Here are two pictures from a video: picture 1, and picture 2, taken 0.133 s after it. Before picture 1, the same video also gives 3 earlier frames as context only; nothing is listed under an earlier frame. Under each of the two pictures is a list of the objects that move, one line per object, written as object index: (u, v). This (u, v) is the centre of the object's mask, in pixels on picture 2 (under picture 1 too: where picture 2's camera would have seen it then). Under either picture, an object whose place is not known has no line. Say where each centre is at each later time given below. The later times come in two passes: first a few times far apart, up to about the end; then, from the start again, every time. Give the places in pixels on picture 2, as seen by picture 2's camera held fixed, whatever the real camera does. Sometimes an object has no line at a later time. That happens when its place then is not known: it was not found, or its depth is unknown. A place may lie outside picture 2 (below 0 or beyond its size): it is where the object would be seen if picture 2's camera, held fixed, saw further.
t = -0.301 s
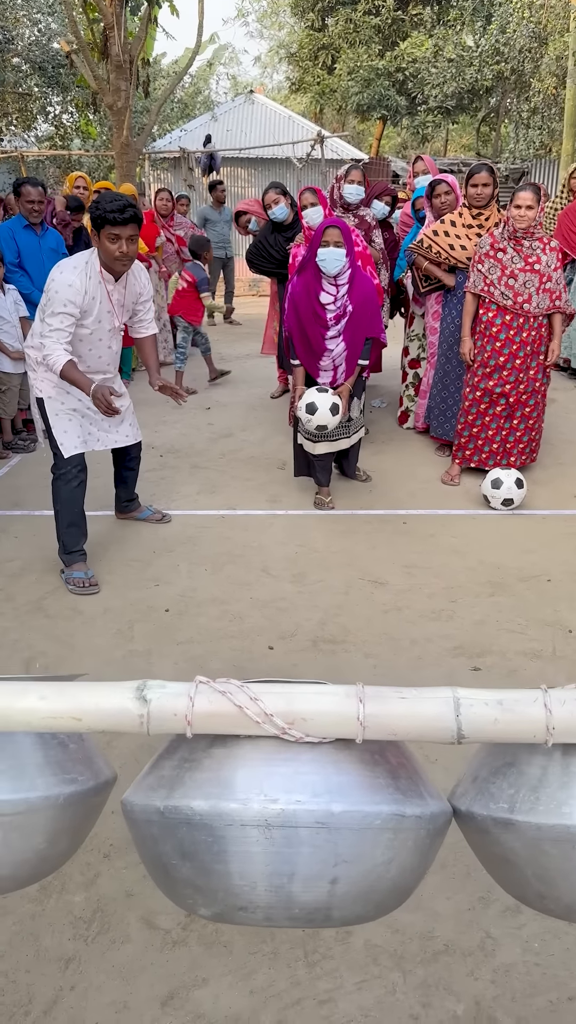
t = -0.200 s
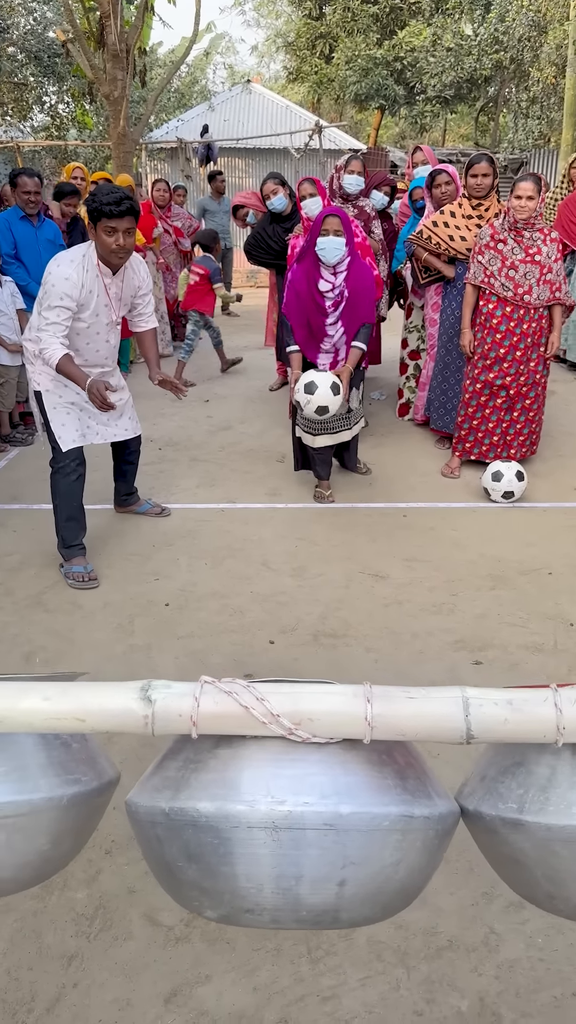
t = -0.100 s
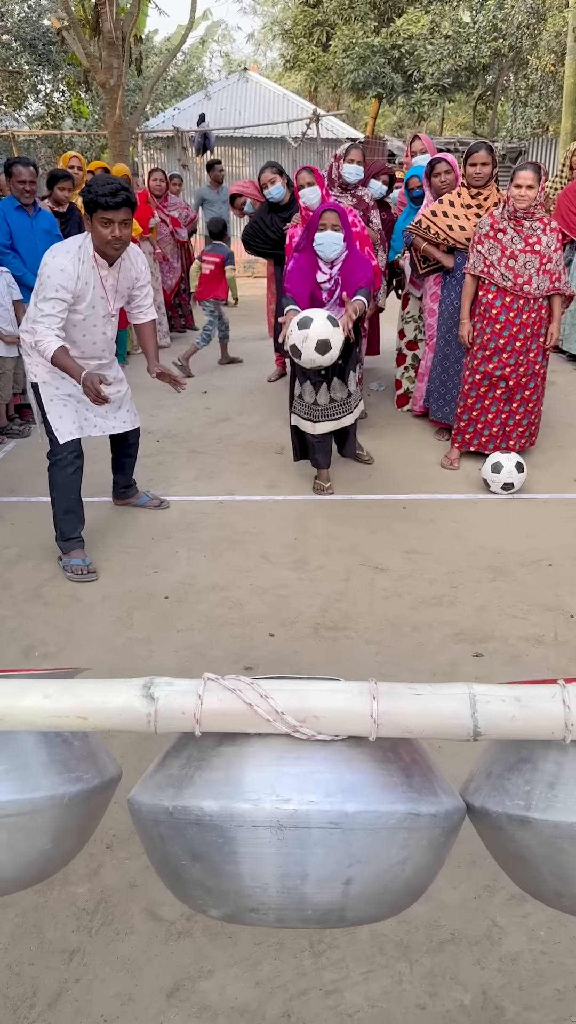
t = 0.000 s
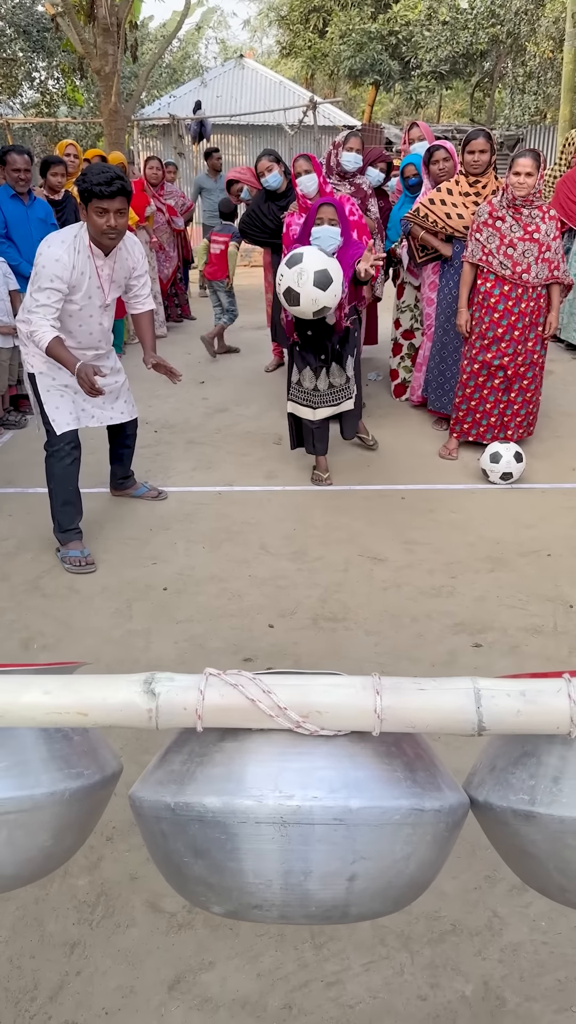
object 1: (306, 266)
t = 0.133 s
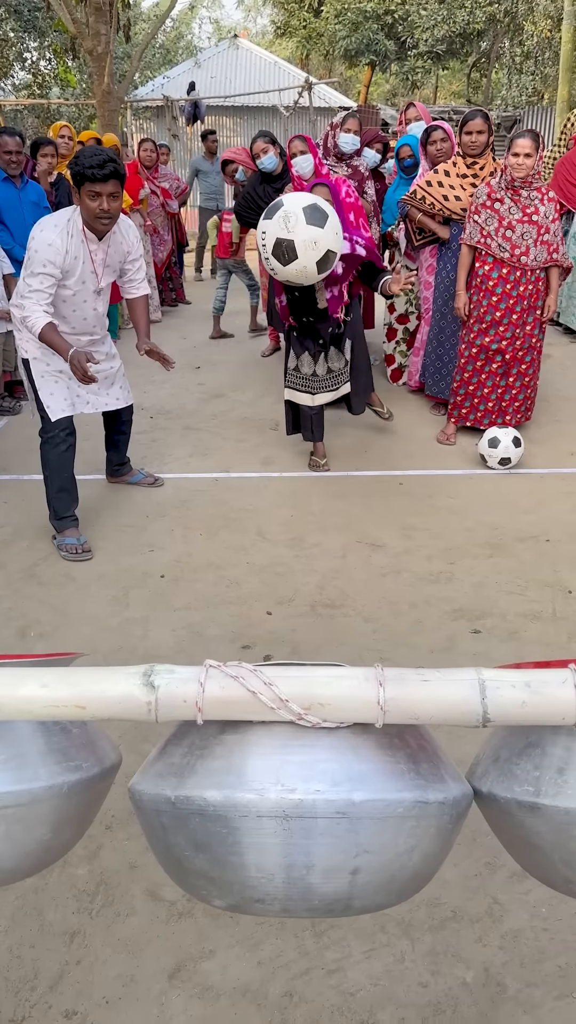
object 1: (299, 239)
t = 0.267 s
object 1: (287, 291)
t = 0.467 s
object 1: (263, 623)
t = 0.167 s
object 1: (297, 242)
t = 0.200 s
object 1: (294, 251)
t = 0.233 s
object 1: (291, 267)
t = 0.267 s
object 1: (287, 291)
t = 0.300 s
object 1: (283, 323)
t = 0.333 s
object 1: (279, 367)
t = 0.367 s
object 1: (274, 423)
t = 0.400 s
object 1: (268, 493)
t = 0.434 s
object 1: (262, 578)
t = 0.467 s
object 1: (263, 623)
